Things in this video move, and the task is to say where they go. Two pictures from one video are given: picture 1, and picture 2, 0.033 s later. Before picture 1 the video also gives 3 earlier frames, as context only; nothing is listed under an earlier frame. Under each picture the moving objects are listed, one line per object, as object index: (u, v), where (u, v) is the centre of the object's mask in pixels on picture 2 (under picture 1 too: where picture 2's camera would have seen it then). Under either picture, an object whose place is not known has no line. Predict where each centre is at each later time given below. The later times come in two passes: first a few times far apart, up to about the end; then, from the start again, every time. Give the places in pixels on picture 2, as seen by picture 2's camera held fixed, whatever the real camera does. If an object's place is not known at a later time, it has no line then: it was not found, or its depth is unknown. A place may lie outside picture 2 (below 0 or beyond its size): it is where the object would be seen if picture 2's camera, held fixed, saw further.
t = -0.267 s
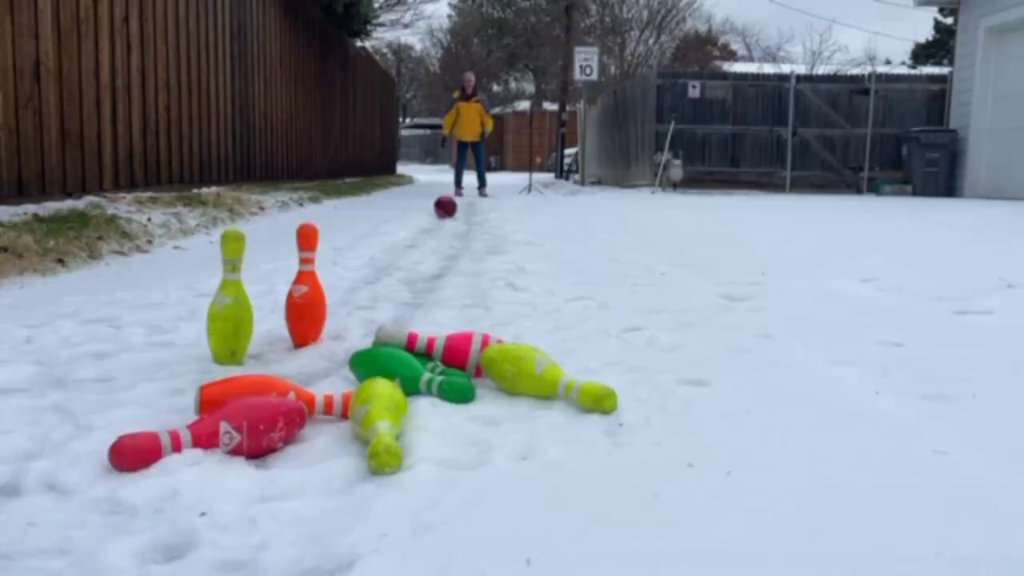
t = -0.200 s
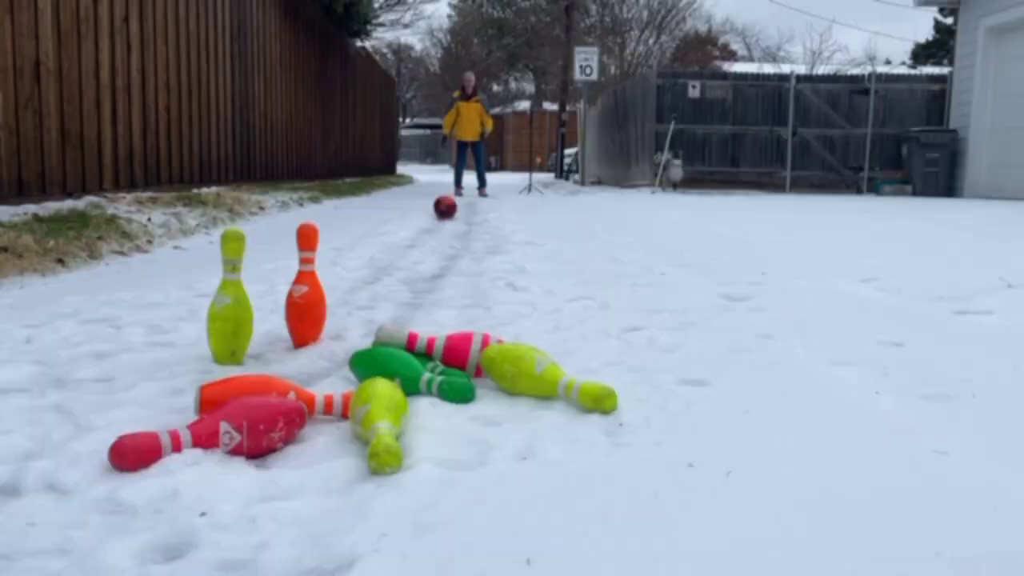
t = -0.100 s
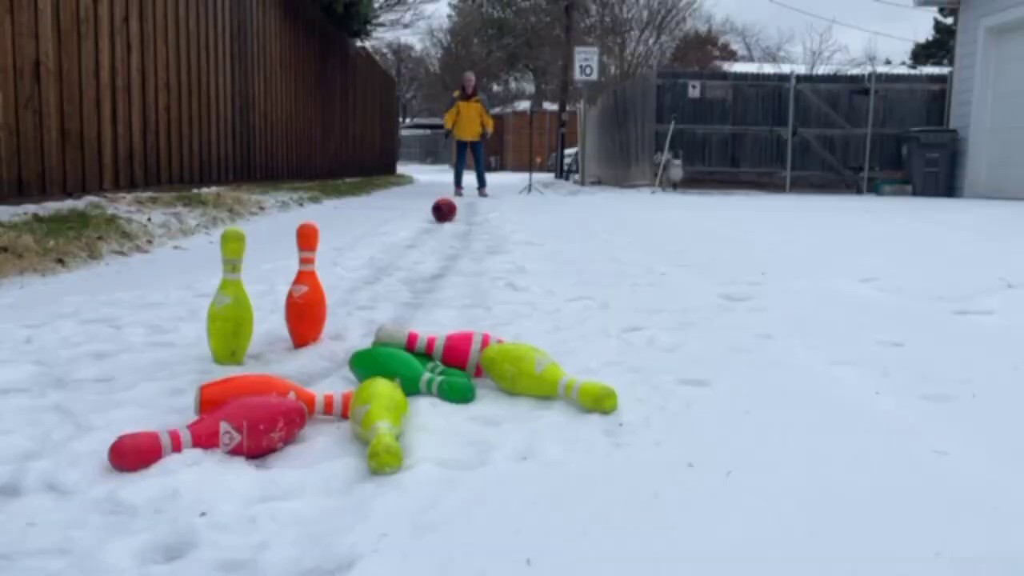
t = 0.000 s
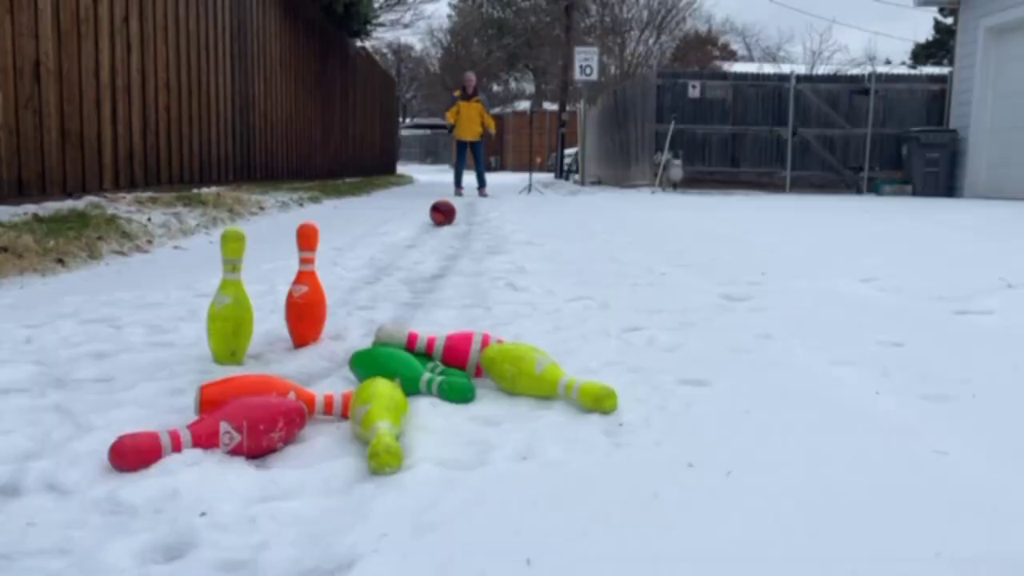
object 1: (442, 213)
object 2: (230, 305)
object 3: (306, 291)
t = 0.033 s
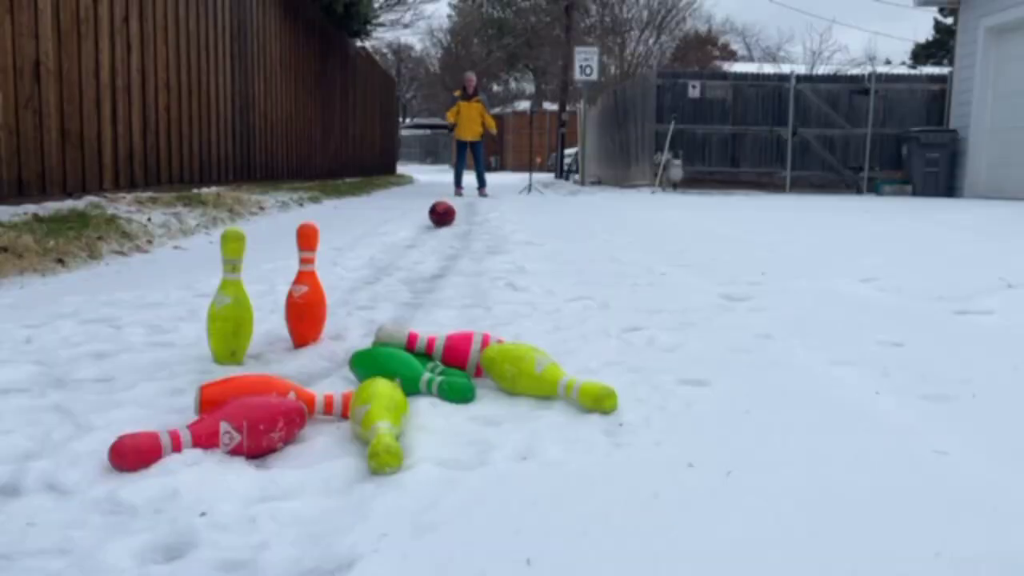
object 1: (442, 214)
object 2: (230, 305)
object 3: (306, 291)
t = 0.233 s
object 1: (436, 220)
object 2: (230, 305)
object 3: (306, 291)
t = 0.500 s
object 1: (424, 230)
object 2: (230, 305)
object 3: (306, 291)
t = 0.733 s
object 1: (411, 239)
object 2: (230, 305)
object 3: (306, 292)
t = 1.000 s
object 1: (393, 255)
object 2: (230, 305)
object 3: (306, 292)
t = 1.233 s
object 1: (380, 270)
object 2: (230, 305)
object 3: (306, 291)
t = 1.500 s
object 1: (365, 287)
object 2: (230, 305)
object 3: (306, 291)
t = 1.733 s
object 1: (354, 304)
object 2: (230, 305)
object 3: (306, 292)
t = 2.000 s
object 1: (351, 320)
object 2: (216, 305)
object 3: (255, 297)
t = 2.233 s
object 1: (338, 330)
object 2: (197, 310)
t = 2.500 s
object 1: (302, 343)
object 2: (155, 367)
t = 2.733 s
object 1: (267, 345)
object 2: (122, 379)
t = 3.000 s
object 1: (252, 345)
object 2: (109, 383)
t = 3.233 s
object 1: (261, 344)
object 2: (109, 383)
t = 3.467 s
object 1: (268, 345)
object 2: (109, 383)
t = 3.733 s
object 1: (268, 345)
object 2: (109, 383)
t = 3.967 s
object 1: (268, 345)
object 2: (109, 383)
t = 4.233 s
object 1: (268, 345)
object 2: (109, 383)
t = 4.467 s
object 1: (268, 345)
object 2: (109, 383)
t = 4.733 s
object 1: (268, 345)
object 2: (109, 383)
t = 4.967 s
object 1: (268, 345)
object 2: (109, 383)
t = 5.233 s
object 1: (268, 345)
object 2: (109, 383)
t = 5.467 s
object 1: (269, 345)
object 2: (109, 383)
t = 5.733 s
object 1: (269, 345)
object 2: (109, 383)
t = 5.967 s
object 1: (268, 345)
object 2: (109, 383)
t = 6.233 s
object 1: (268, 345)
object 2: (109, 383)
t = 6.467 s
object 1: (268, 345)
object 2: (109, 383)
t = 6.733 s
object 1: (268, 345)
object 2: (109, 383)
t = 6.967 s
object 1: (269, 345)
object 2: (109, 383)
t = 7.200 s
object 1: (269, 345)
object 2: (110, 383)
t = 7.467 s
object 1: (268, 345)
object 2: (110, 383)
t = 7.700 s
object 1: (268, 345)
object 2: (109, 383)
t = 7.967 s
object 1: (269, 345)
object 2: (109, 382)
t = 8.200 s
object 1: (269, 345)
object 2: (109, 383)
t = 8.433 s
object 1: (269, 345)
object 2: (109, 383)
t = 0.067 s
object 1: (441, 215)
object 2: (230, 305)
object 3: (306, 291)
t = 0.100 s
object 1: (440, 216)
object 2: (230, 305)
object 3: (306, 291)
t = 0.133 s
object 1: (439, 217)
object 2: (230, 305)
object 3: (306, 291)
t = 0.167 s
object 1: (438, 218)
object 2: (230, 305)
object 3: (306, 291)
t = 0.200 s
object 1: (437, 219)
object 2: (230, 305)
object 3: (306, 291)
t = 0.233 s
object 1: (436, 220)
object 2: (230, 305)
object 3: (306, 291)
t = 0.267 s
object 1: (435, 221)
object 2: (230, 305)
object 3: (306, 291)
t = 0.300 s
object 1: (433, 222)
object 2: (230, 305)
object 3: (306, 291)
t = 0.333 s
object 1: (432, 224)
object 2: (230, 305)
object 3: (306, 291)
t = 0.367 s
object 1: (431, 225)
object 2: (230, 305)
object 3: (306, 291)
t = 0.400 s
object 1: (429, 225)
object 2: (230, 305)
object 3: (306, 291)
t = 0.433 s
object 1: (427, 226)
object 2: (230, 305)
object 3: (306, 291)
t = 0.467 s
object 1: (426, 229)
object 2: (230, 305)
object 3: (306, 291)
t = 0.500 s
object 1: (424, 230)
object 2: (230, 305)
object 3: (306, 291)
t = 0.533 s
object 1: (422, 231)
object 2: (230, 305)
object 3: (306, 291)
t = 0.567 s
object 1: (421, 233)
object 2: (230, 305)
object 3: (306, 291)
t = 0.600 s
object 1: (419, 235)
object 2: (230, 305)
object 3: (306, 292)
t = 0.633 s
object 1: (417, 235)
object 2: (230, 305)
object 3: (306, 292)
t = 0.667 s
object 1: (415, 237)
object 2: (230, 305)
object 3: (306, 292)
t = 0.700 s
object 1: (413, 238)
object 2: (230, 305)
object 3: (306, 292)
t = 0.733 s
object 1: (411, 239)
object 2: (230, 305)
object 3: (306, 292)
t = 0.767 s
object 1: (408, 242)
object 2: (231, 305)
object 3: (306, 292)
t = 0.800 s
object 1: (406, 244)
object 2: (231, 305)
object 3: (306, 292)
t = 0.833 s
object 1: (403, 246)
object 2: (231, 305)
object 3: (306, 292)
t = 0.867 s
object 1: (401, 248)
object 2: (231, 305)
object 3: (306, 292)
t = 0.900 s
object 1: (398, 250)
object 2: (231, 305)
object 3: (306, 292)
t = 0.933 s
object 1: (396, 252)
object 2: (231, 305)
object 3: (306, 291)
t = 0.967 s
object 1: (394, 254)
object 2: (230, 305)
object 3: (306, 292)
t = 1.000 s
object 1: (393, 255)
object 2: (230, 305)
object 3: (306, 292)
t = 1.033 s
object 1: (391, 258)
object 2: (231, 305)
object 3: (306, 292)
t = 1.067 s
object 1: (389, 260)
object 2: (230, 305)
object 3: (306, 292)
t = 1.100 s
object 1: (388, 261)
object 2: (230, 305)
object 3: (306, 292)
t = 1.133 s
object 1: (386, 263)
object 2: (230, 305)
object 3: (306, 292)
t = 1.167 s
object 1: (384, 266)
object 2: (231, 305)
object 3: (306, 292)
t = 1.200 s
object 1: (382, 268)
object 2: (230, 305)
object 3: (306, 292)
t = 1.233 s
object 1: (380, 270)
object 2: (230, 305)
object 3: (306, 291)
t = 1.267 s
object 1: (379, 272)
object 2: (230, 305)
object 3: (306, 291)
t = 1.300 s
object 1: (377, 275)
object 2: (231, 305)
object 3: (306, 291)
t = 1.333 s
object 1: (375, 277)
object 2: (231, 305)
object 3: (306, 291)
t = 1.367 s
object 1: (373, 279)
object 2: (230, 305)
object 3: (306, 291)
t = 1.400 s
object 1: (371, 281)
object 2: (231, 305)
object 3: (306, 292)
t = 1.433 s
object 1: (370, 282)
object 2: (231, 305)
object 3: (306, 291)
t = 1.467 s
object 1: (367, 284)
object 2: (230, 305)
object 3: (306, 291)
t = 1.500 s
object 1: (365, 287)
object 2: (230, 305)
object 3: (306, 291)
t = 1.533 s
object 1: (363, 289)
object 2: (231, 305)
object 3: (306, 292)
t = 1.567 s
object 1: (361, 292)
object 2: (230, 305)
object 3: (306, 292)
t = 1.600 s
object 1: (359, 293)
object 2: (231, 305)
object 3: (306, 292)
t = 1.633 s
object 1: (357, 296)
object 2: (231, 305)
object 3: (306, 291)
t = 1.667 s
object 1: (356, 298)
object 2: (231, 305)
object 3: (306, 291)
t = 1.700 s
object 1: (355, 300)
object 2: (230, 305)
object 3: (306, 292)
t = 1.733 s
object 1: (354, 304)
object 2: (230, 305)
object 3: (306, 292)
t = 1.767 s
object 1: (352, 306)
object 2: (230, 305)
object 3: (302, 292)
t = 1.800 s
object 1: (350, 308)
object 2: (230, 305)
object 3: (291, 293)
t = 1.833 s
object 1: (351, 310)
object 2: (230, 305)
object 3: (281, 295)
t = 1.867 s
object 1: (351, 312)
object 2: (230, 305)
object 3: (272, 295)
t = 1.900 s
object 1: (351, 314)
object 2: (229, 305)
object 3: (266, 294)
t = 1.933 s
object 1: (351, 317)
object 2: (224, 304)
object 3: (261, 296)
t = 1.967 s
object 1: (351, 319)
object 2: (220, 304)
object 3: (258, 297)
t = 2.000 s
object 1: (351, 320)
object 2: (216, 305)
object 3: (255, 297)
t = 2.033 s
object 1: (351, 321)
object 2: (213, 306)
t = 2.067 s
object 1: (350, 322)
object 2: (211, 306)
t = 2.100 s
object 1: (349, 323)
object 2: (208, 306)
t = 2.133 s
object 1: (346, 325)
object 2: (205, 307)
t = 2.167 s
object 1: (344, 326)
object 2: (203, 307)
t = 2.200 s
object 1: (341, 328)
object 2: (200, 309)
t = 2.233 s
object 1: (338, 330)
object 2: (197, 310)
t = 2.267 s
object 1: (335, 332)
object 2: (193, 313)
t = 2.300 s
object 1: (330, 334)
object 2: (189, 318)
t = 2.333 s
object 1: (326, 336)
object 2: (184, 323)
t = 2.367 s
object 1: (321, 337)
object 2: (178, 332)
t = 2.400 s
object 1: (316, 339)
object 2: (173, 343)
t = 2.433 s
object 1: (311, 340)
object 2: (166, 356)
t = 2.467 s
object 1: (307, 342)
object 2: (158, 365)
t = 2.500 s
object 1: (302, 343)
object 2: (155, 367)
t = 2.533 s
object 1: (296, 343)
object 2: (147, 369)
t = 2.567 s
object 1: (291, 344)
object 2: (141, 371)
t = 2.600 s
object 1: (286, 344)
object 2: (136, 374)
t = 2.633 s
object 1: (281, 344)
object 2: (131, 376)
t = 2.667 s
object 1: (276, 344)
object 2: (128, 377)
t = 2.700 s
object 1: (272, 344)
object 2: (125, 378)
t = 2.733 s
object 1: (267, 345)
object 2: (122, 379)
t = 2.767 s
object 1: (263, 345)
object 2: (119, 380)
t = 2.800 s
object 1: (260, 345)
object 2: (117, 380)
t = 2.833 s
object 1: (256, 345)
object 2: (115, 381)
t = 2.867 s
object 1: (254, 344)
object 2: (113, 382)
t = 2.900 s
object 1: (253, 345)
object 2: (112, 382)
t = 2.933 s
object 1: (252, 345)
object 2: (111, 382)
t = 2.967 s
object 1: (252, 345)
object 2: (110, 383)
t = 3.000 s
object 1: (252, 345)
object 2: (109, 383)
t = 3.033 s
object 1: (253, 345)
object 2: (109, 383)
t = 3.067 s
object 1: (254, 345)
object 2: (109, 383)
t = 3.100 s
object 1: (256, 345)
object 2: (109, 383)
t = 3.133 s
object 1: (257, 345)
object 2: (109, 383)
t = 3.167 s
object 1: (259, 345)
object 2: (109, 383)
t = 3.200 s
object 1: (260, 345)
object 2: (109, 383)
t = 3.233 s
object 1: (261, 344)
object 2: (109, 383)
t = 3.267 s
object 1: (262, 344)
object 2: (109, 383)
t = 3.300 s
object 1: (263, 344)
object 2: (109, 383)
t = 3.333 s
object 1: (264, 344)
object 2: (109, 383)
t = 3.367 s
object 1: (265, 344)
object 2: (109, 383)
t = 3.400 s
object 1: (266, 344)
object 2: (109, 383)
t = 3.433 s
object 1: (267, 345)
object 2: (109, 383)
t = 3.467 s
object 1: (268, 345)
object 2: (109, 383)
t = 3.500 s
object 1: (268, 345)
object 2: (109, 383)
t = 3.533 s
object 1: (268, 345)
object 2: (109, 383)
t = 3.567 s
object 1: (268, 345)
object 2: (109, 383)
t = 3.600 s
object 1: (268, 345)
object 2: (109, 383)
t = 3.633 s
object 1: (268, 345)
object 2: (109, 383)
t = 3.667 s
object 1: (268, 345)
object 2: (109, 383)
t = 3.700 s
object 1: (268, 345)
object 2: (109, 383)
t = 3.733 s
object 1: (268, 345)
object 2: (109, 383)
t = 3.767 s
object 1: (268, 345)
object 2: (109, 383)
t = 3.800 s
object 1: (268, 345)
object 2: (109, 383)
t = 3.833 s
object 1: (268, 345)
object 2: (109, 383)
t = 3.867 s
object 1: (268, 345)
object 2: (109, 383)
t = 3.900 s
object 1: (268, 345)
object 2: (109, 383)
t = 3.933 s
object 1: (268, 345)
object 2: (109, 383)
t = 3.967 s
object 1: (268, 345)
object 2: (109, 383)
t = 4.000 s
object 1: (268, 345)
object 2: (109, 383)
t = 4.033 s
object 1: (268, 345)
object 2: (109, 383)
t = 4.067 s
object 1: (268, 345)
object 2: (109, 383)
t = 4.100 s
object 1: (268, 345)
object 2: (109, 383)
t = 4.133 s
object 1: (268, 345)
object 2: (109, 383)
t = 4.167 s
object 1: (268, 345)
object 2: (109, 383)
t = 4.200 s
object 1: (268, 345)
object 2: (109, 383)
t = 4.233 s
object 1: (268, 345)
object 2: (109, 383)
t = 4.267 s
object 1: (268, 345)
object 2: (109, 383)
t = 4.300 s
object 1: (268, 345)
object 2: (109, 383)
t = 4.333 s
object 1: (268, 345)
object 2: (109, 383)
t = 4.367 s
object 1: (268, 345)
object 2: (109, 383)
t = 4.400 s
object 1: (268, 345)
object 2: (109, 383)
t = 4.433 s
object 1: (268, 345)
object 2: (109, 383)
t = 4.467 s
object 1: (268, 345)
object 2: (109, 383)
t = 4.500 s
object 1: (268, 345)
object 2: (109, 383)
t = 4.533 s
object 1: (268, 345)
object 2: (109, 383)
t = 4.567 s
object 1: (268, 345)
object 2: (109, 383)
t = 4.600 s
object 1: (268, 345)
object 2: (109, 383)
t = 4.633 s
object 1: (268, 345)
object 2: (109, 383)
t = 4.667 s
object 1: (268, 345)
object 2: (109, 383)
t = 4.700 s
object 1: (268, 345)
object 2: (109, 383)
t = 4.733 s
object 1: (268, 345)
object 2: (109, 383)
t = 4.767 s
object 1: (268, 345)
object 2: (109, 383)
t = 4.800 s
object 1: (268, 345)
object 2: (109, 383)
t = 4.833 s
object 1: (268, 345)
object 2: (109, 383)
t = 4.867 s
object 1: (268, 345)
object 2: (109, 383)
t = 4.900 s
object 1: (268, 345)
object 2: (109, 383)
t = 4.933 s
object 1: (268, 345)
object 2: (109, 383)
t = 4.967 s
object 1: (268, 345)
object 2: (109, 383)
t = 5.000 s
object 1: (268, 345)
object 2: (109, 383)
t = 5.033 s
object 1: (268, 345)
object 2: (109, 383)
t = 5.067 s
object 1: (268, 345)
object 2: (109, 383)
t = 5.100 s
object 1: (268, 345)
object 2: (109, 383)
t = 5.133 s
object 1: (268, 345)
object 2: (109, 383)
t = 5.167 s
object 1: (268, 345)
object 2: (109, 383)
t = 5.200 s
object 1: (268, 345)
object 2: (109, 383)
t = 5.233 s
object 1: (268, 345)
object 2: (109, 383)
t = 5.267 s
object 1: (268, 345)
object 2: (109, 383)
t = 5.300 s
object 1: (268, 345)
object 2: (109, 383)
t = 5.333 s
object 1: (268, 345)
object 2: (109, 383)
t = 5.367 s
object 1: (268, 345)
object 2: (109, 383)
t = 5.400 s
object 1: (268, 345)
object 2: (109, 383)
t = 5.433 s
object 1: (268, 345)
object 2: (109, 383)
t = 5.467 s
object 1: (269, 345)
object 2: (109, 383)
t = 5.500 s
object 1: (269, 345)
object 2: (109, 383)
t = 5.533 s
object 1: (269, 345)
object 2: (109, 383)
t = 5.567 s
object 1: (269, 345)
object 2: (109, 383)
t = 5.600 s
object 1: (268, 345)
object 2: (109, 383)
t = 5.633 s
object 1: (269, 345)
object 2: (109, 383)
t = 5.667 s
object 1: (269, 345)
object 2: (109, 383)
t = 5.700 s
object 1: (269, 345)
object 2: (109, 383)
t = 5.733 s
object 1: (269, 345)
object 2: (109, 383)
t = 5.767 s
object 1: (268, 345)
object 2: (109, 383)
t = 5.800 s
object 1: (268, 345)
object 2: (109, 383)
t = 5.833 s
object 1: (268, 345)
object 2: (109, 383)
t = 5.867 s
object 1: (268, 345)
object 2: (109, 383)
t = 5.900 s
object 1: (268, 345)
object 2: (109, 383)
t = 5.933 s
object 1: (268, 345)
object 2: (109, 383)
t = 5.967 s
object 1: (268, 345)
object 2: (109, 383)
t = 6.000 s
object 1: (268, 345)
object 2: (109, 383)
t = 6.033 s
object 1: (268, 345)
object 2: (109, 383)
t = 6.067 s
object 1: (269, 345)
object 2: (109, 383)
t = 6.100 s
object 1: (269, 345)
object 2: (109, 383)
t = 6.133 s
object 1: (268, 345)
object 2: (109, 383)
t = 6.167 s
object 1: (268, 345)
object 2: (109, 383)
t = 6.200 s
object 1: (268, 345)
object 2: (109, 383)
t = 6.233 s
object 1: (268, 345)
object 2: (109, 383)
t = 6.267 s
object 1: (268, 345)
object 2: (109, 383)
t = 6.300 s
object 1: (268, 345)
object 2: (109, 383)
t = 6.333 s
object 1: (269, 345)
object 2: (109, 383)
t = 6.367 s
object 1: (269, 345)
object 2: (109, 383)
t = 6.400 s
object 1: (268, 345)
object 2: (109, 383)
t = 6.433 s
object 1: (268, 345)
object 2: (109, 383)
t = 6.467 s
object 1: (268, 345)
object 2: (109, 383)
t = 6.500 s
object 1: (268, 345)
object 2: (109, 383)
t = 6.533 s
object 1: (268, 345)
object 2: (109, 383)
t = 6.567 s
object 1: (268, 345)
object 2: (109, 383)
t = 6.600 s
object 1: (268, 345)
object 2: (109, 383)
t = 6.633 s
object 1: (269, 345)
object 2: (109, 383)
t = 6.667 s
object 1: (268, 345)
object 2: (109, 383)
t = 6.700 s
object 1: (268, 345)
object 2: (110, 383)
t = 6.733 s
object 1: (268, 345)
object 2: (109, 383)
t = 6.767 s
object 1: (268, 345)
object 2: (109, 383)
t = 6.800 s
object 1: (268, 345)
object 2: (109, 383)
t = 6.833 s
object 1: (268, 345)
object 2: (109, 383)
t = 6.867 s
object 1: (268, 345)
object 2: (109, 383)
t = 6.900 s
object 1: (268, 345)
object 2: (109, 383)
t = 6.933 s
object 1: (269, 345)
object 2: (109, 383)
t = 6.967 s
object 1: (269, 345)
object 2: (109, 383)
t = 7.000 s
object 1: (269, 345)
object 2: (109, 383)
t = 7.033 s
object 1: (269, 345)
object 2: (109, 383)
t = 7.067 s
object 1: (269, 345)
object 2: (110, 383)
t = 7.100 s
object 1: (268, 345)
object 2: (110, 383)
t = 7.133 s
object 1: (268, 345)
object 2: (109, 383)
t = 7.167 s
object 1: (268, 345)
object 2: (109, 382)
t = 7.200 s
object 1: (269, 345)
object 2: (110, 383)
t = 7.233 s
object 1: (268, 345)
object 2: (110, 383)
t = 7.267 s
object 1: (268, 345)
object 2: (110, 383)
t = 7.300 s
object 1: (268, 345)
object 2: (109, 383)
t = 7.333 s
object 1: (268, 345)
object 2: (110, 383)
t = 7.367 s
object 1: (268, 345)
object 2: (110, 383)
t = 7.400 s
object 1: (268, 345)
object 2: (110, 383)
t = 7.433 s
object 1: (268, 345)
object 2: (109, 383)
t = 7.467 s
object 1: (268, 345)
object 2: (110, 383)
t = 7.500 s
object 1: (268, 345)
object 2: (109, 383)
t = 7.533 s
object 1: (268, 345)
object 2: (110, 383)
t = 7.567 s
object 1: (268, 345)
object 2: (110, 383)
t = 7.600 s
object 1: (268, 345)
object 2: (109, 383)
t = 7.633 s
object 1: (268, 345)
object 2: (109, 383)
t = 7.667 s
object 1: (268, 345)
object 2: (109, 383)
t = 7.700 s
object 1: (268, 345)
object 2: (109, 383)
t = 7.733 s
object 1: (268, 345)
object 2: (110, 382)
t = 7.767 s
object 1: (268, 345)
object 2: (109, 383)
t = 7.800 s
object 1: (268, 345)
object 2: (109, 382)
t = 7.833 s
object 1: (268, 345)
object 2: (109, 383)
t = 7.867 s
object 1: (268, 345)
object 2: (109, 382)
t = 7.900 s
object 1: (268, 345)
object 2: (109, 383)
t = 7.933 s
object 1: (269, 345)
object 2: (109, 382)
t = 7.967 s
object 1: (269, 345)
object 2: (109, 382)
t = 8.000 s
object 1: (268, 345)
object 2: (109, 383)
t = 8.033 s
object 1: (269, 345)
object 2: (109, 383)
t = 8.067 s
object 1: (269, 345)
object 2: (109, 383)
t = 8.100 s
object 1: (269, 345)
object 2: (109, 383)
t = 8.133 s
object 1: (269, 345)
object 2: (109, 382)
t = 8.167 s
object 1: (269, 345)
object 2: (109, 383)
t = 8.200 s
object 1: (269, 345)
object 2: (109, 383)
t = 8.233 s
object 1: (269, 345)
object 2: (109, 383)
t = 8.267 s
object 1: (269, 345)
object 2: (109, 383)
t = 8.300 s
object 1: (269, 345)
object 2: (109, 383)
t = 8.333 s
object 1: (269, 345)
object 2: (109, 383)
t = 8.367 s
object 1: (268, 345)
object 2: (109, 383)
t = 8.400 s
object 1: (268, 345)
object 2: (109, 383)
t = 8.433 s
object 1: (269, 345)
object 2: (109, 383)
